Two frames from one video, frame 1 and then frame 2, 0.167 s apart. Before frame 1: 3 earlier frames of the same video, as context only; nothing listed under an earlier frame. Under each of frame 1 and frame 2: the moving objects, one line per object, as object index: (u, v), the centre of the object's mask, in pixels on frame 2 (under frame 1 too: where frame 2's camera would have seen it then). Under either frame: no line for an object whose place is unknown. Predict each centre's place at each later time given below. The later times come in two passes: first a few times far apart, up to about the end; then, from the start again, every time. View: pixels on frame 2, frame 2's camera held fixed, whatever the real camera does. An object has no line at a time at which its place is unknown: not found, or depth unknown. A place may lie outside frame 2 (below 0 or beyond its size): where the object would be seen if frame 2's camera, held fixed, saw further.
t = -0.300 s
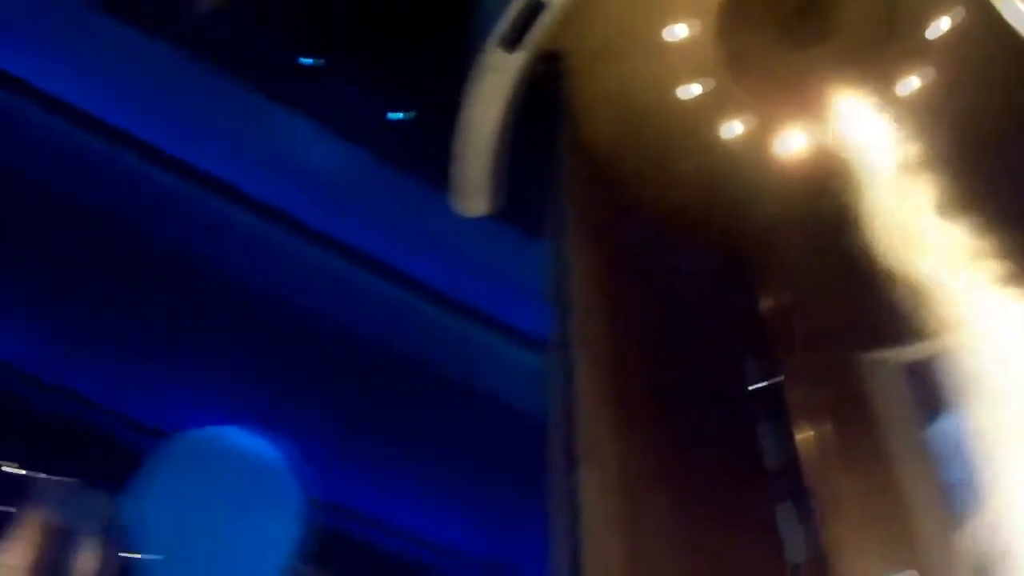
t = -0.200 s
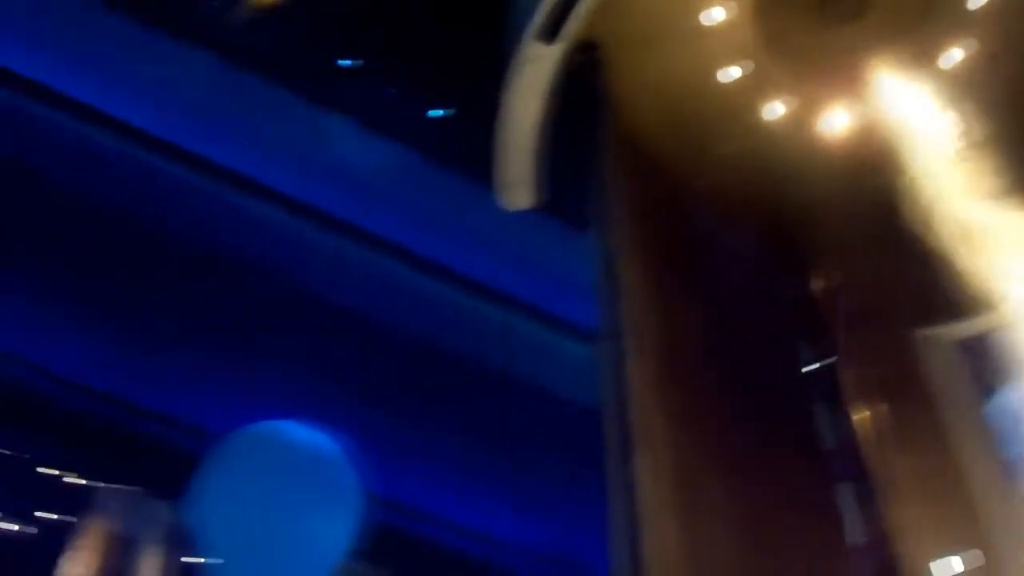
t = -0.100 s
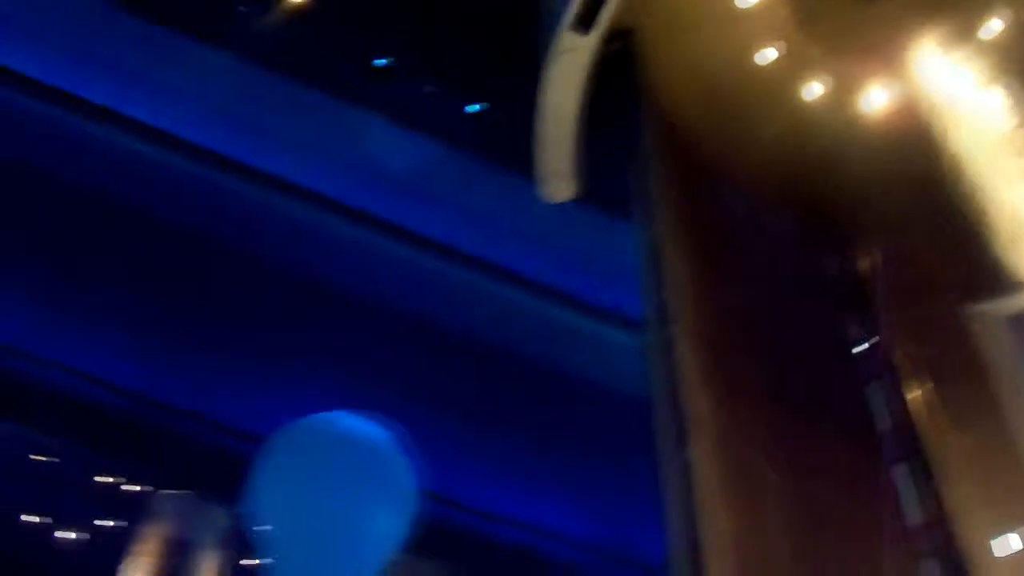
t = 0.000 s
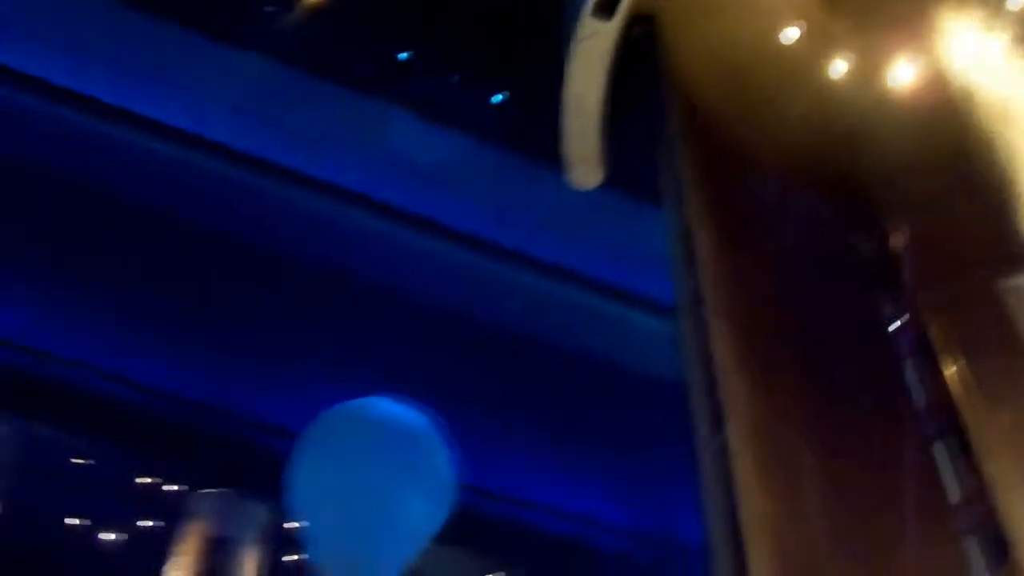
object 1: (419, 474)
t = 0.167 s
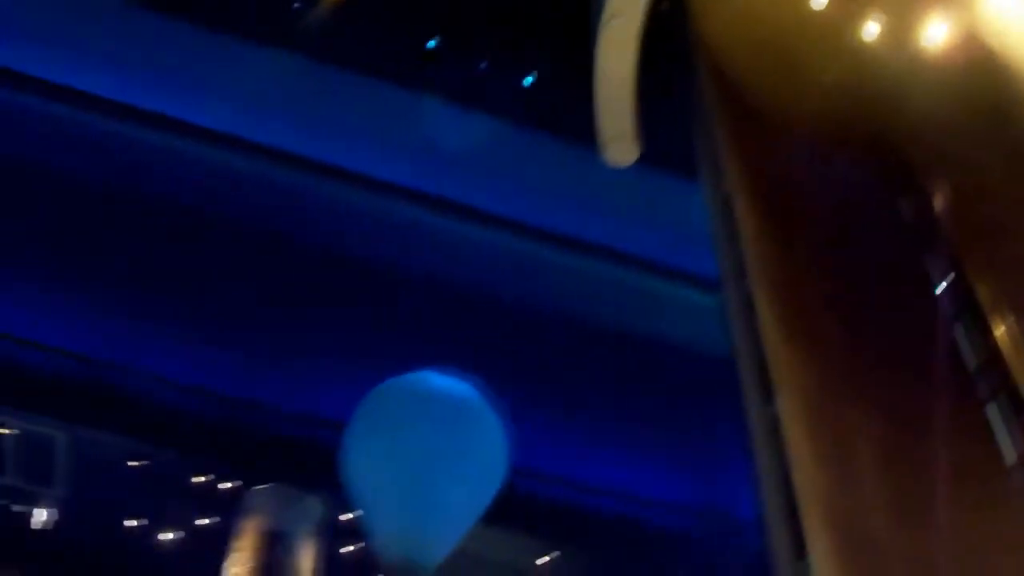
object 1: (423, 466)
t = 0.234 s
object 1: (424, 458)
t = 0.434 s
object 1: (429, 438)
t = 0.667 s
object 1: (431, 414)
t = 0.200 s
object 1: (424, 461)
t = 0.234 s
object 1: (424, 458)
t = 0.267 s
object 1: (425, 454)
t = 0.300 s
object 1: (426, 451)
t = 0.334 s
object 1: (427, 448)
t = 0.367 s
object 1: (427, 444)
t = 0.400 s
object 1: (428, 441)
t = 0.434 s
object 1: (429, 438)
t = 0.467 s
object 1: (429, 434)
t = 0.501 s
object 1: (430, 431)
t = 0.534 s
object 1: (430, 428)
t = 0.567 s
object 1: (430, 424)
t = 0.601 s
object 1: (430, 422)
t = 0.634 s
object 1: (431, 417)
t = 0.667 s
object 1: (431, 414)
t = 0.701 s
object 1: (431, 411)
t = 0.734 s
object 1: (431, 407)
